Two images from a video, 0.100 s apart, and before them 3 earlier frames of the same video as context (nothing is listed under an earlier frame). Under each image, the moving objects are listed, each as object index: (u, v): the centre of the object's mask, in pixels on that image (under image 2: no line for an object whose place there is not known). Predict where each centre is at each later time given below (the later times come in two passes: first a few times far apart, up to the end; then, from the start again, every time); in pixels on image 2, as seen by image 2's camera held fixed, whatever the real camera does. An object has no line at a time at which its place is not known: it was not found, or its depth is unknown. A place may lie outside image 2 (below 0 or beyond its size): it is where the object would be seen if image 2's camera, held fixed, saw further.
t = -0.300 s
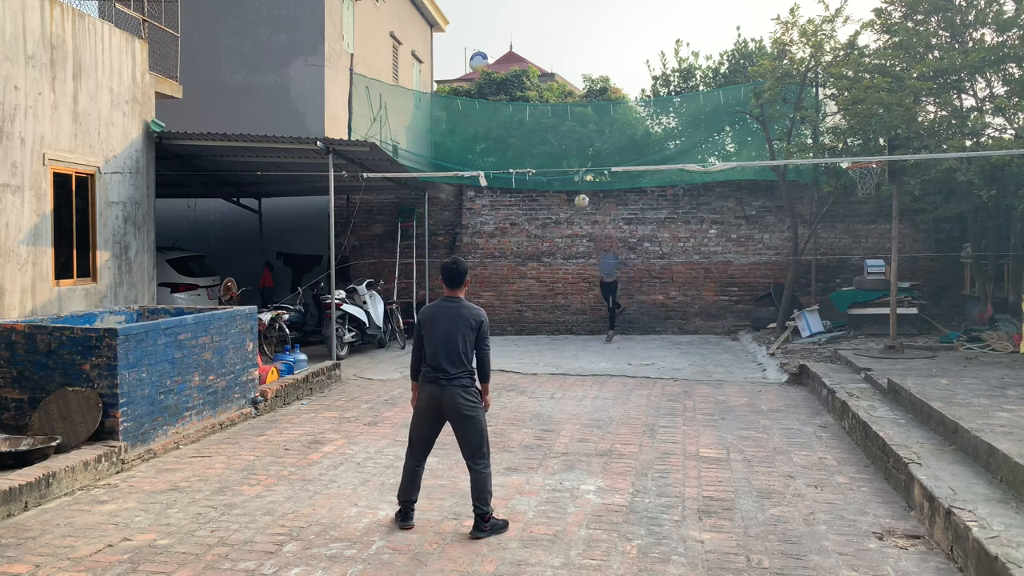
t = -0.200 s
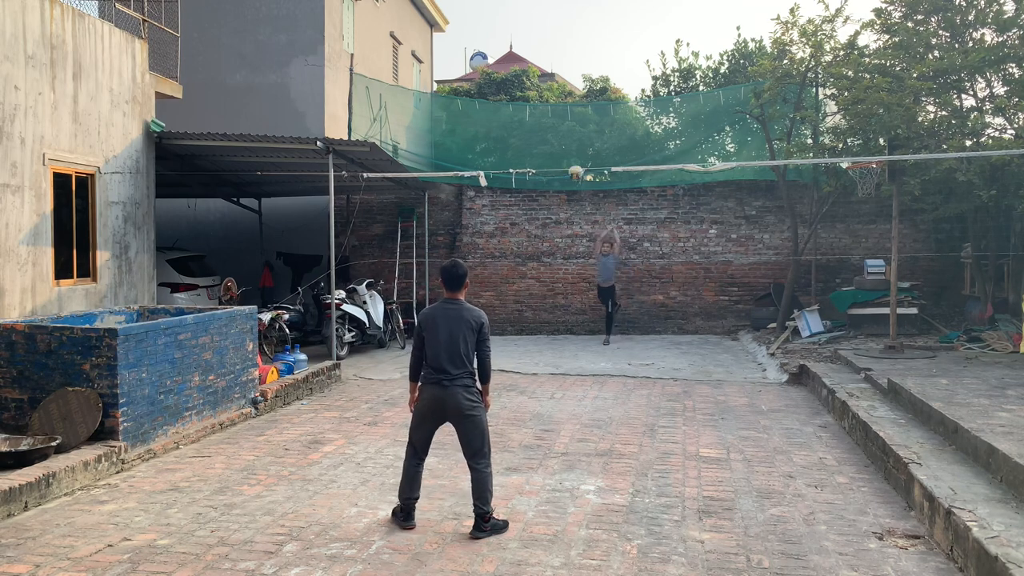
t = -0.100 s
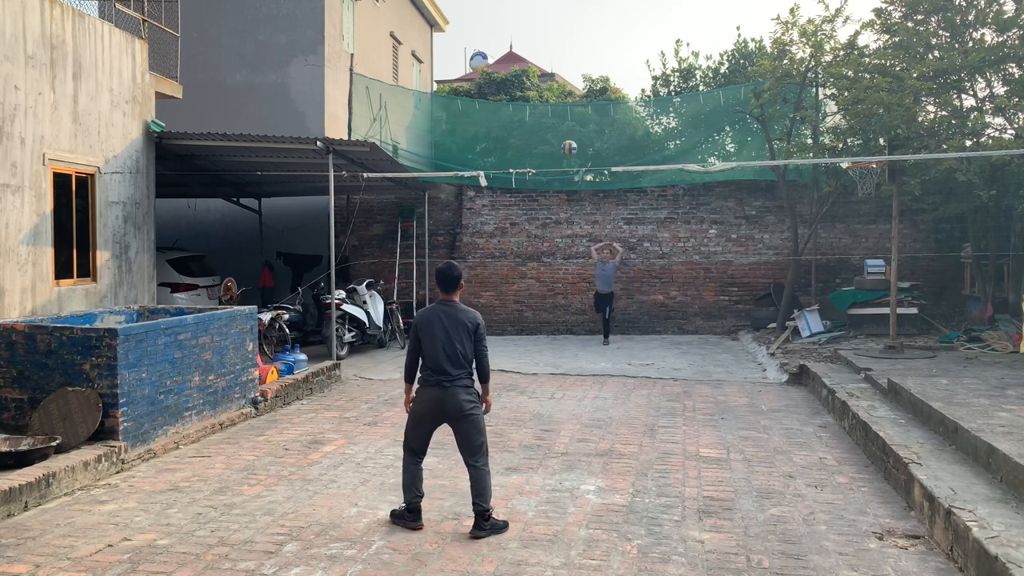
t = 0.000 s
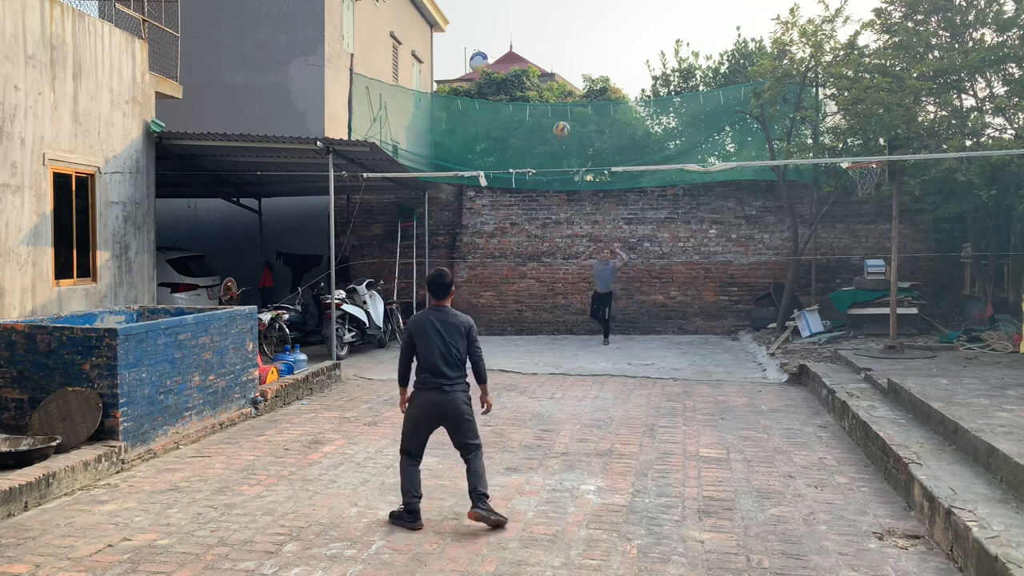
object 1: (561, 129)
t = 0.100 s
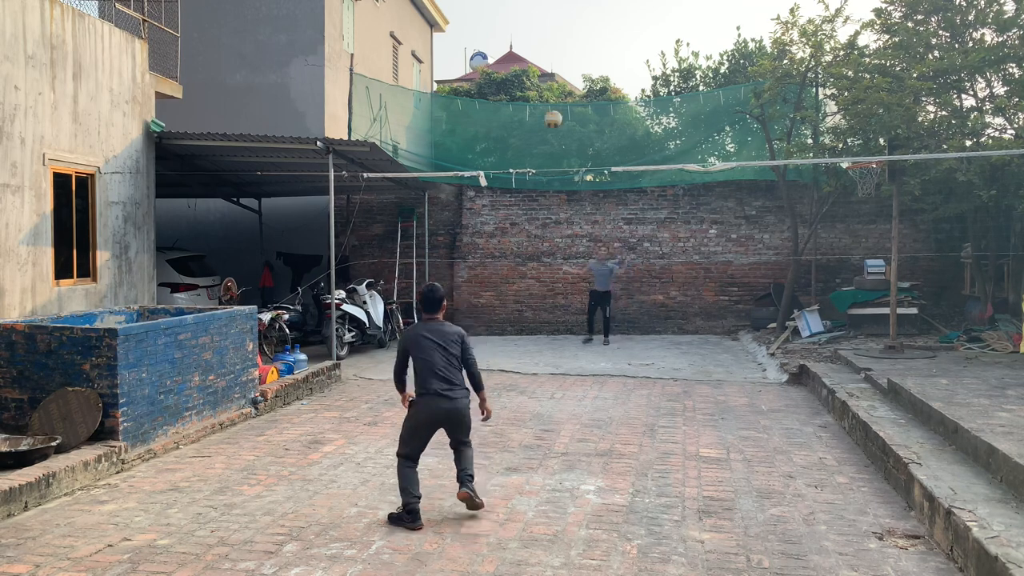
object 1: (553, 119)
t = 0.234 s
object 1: (540, 116)
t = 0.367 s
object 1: (525, 133)
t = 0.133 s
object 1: (551, 117)
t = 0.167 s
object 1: (547, 115)
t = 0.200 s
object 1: (544, 115)
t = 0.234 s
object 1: (540, 116)
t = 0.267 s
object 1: (537, 118)
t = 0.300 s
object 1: (533, 122)
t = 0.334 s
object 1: (529, 126)
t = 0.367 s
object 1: (525, 133)
